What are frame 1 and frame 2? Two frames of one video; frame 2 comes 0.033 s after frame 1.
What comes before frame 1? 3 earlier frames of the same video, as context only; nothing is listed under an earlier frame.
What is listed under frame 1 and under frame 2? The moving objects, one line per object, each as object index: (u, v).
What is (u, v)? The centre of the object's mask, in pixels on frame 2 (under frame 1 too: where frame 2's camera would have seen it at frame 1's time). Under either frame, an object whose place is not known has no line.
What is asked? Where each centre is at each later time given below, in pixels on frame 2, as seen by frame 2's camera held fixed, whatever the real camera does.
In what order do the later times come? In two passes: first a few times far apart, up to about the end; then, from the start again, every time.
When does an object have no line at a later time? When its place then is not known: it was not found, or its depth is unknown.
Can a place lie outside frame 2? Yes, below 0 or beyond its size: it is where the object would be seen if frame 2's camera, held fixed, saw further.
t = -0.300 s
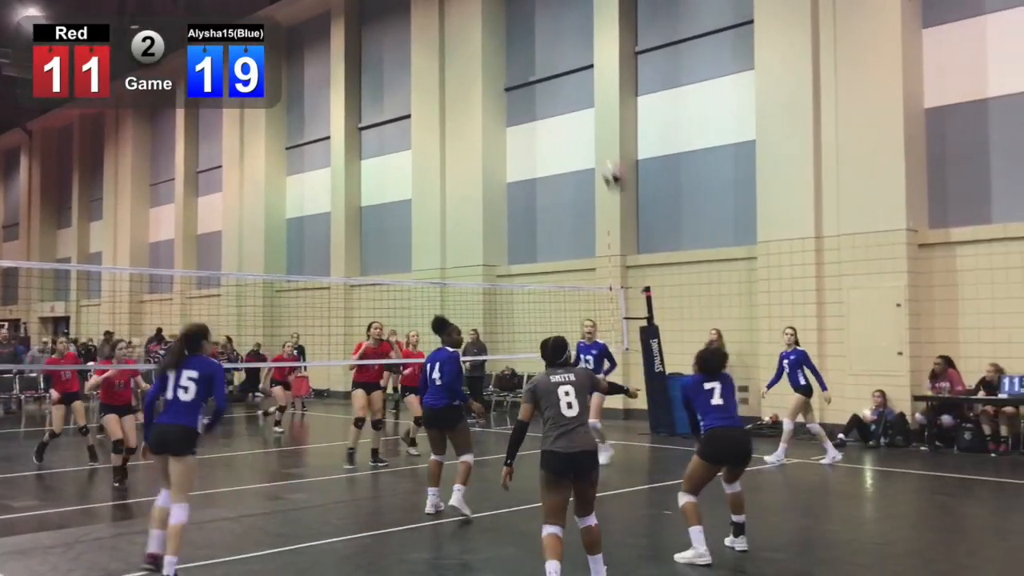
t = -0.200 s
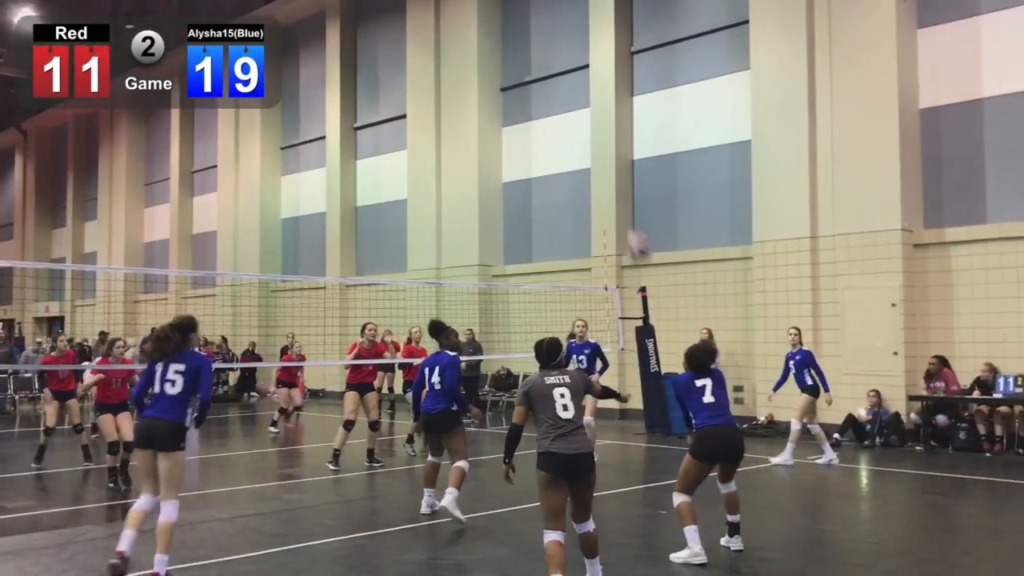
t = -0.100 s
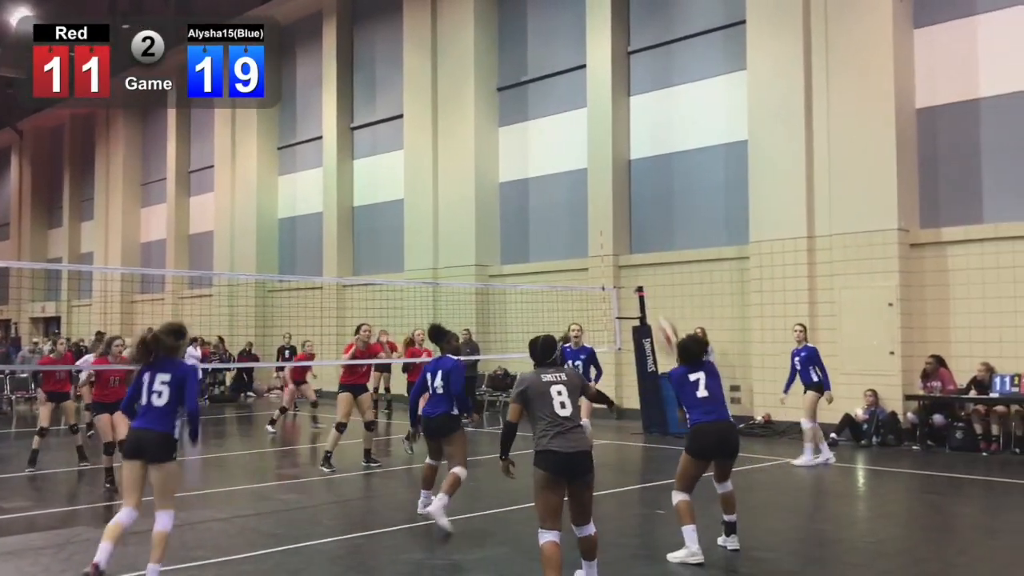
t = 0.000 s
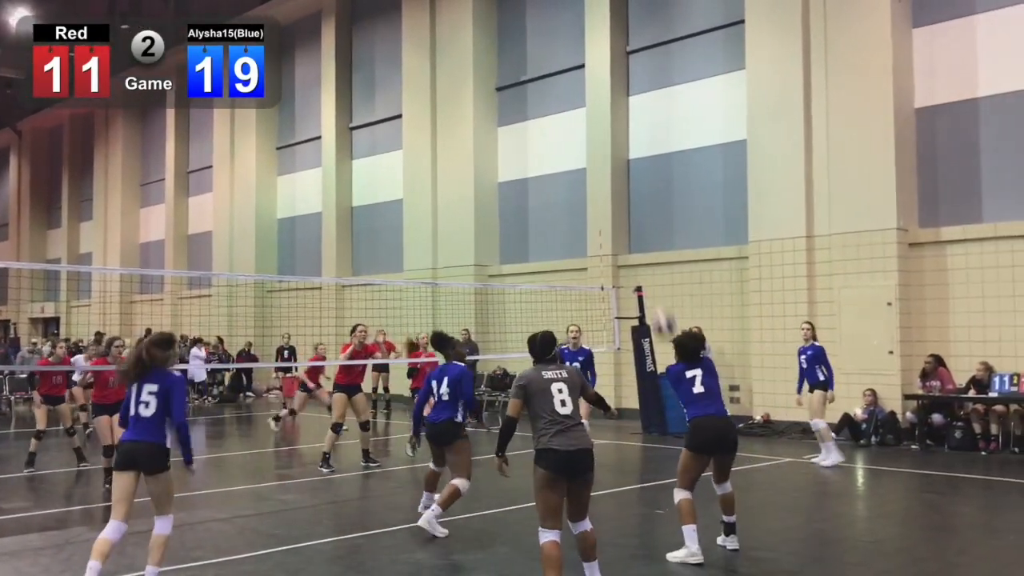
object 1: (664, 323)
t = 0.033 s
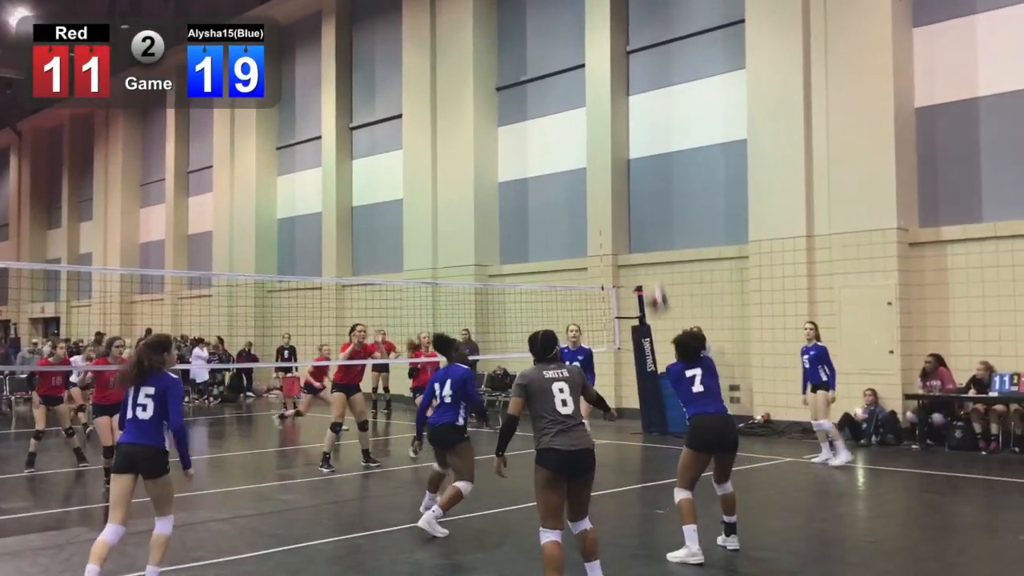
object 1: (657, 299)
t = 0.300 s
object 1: (602, 170)
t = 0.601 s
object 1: (557, 135)
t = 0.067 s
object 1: (649, 276)
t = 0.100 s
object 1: (641, 255)
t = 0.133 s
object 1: (632, 236)
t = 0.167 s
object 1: (627, 219)
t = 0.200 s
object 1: (621, 205)
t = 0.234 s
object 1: (615, 193)
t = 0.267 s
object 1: (608, 182)
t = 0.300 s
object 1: (602, 170)
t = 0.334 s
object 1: (596, 162)
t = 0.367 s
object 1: (591, 155)
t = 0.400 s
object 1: (585, 148)
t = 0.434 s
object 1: (580, 142)
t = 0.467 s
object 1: (576, 139)
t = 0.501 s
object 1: (571, 137)
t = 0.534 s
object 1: (566, 135)
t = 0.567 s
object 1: (562, 135)
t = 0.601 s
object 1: (557, 135)
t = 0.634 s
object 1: (553, 137)
